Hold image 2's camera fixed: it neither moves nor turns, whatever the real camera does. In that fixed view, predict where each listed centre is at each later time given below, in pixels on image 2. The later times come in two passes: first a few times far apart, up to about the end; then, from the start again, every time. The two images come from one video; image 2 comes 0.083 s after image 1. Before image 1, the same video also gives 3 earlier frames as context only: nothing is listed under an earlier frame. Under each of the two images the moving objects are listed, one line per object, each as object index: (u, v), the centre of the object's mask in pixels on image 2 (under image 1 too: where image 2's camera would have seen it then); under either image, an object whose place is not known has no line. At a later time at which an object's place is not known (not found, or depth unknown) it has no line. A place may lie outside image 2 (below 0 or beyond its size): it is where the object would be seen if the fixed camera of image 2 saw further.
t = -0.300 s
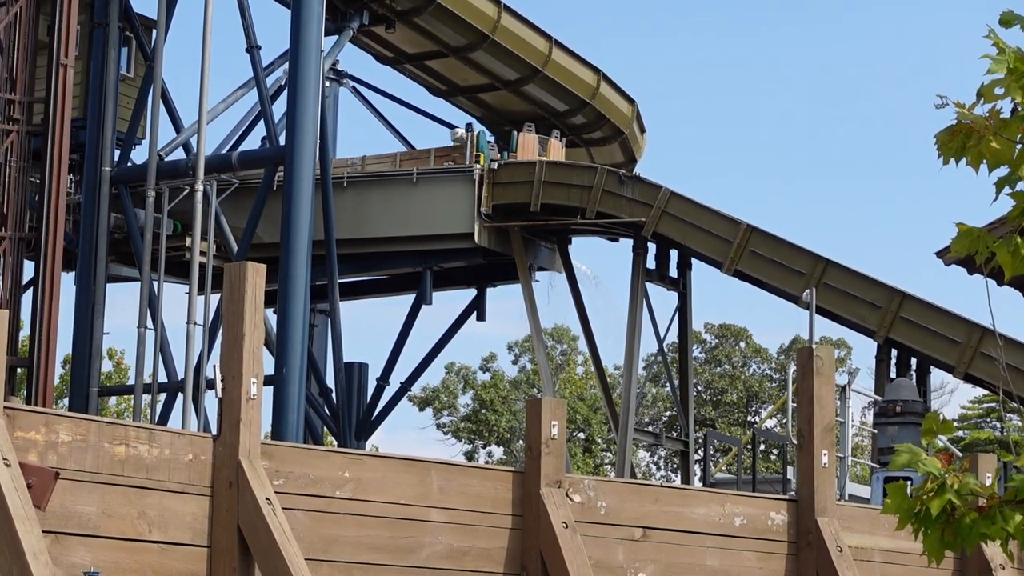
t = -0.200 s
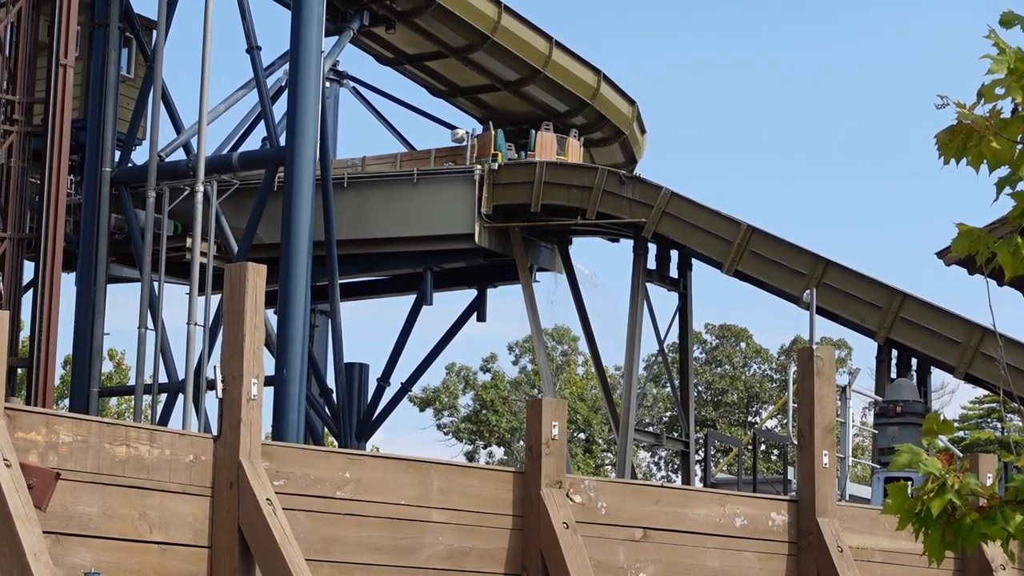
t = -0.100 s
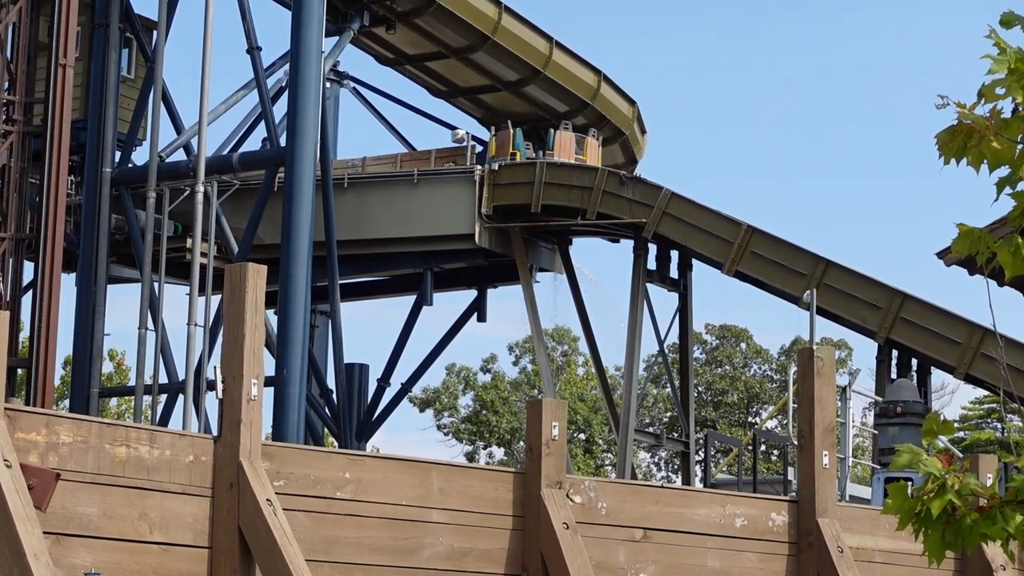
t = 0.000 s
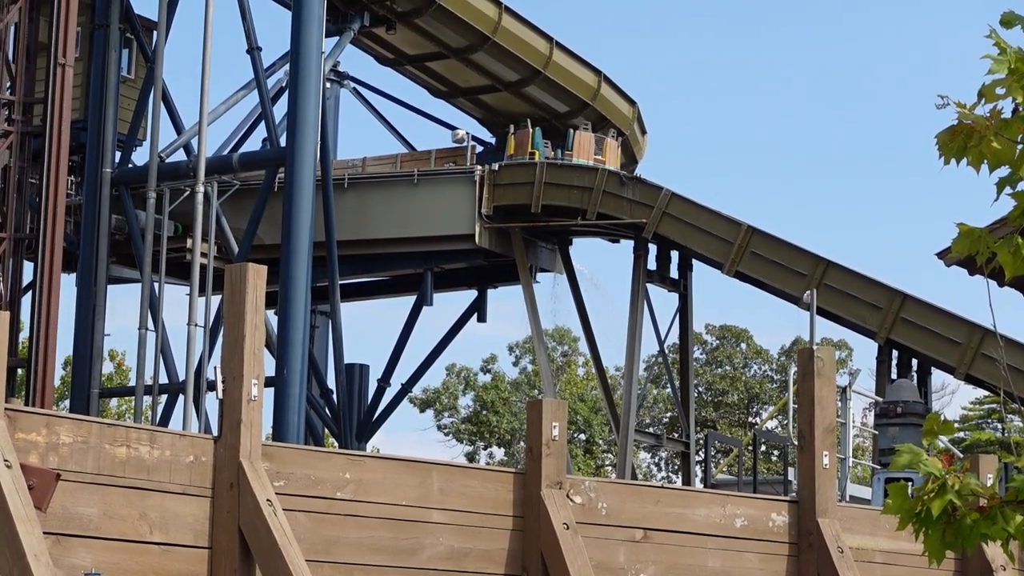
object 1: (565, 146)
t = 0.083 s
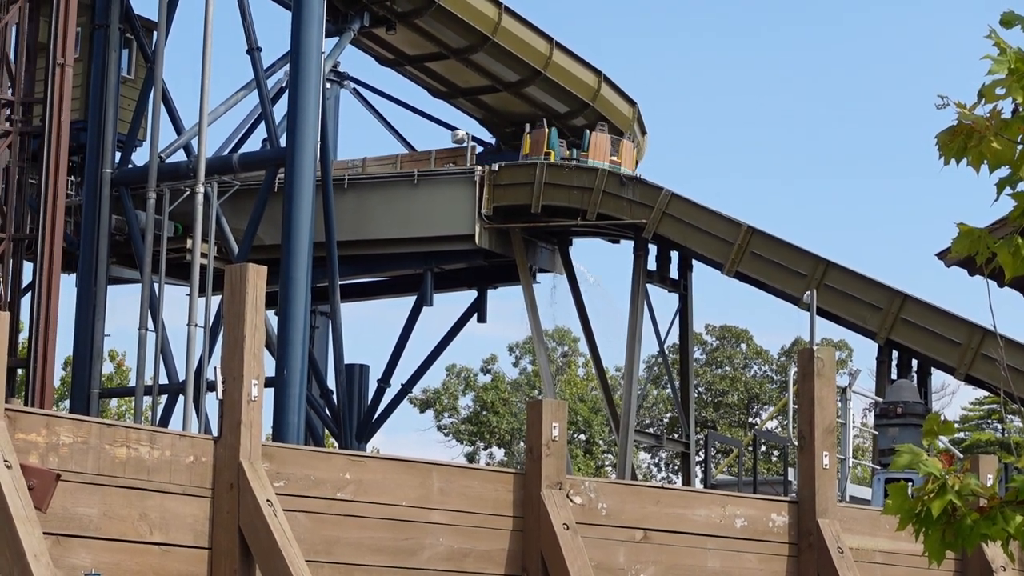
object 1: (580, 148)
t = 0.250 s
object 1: (613, 151)
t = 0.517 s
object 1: (668, 165)
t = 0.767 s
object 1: (719, 186)
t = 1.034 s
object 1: (790, 216)
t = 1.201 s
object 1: (834, 238)
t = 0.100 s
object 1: (584, 147)
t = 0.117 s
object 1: (587, 147)
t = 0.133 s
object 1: (590, 148)
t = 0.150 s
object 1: (594, 149)
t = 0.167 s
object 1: (597, 149)
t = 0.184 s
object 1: (600, 150)
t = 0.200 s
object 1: (604, 149)
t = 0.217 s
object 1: (607, 150)
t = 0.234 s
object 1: (610, 151)
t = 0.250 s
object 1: (613, 151)
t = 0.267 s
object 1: (616, 152)
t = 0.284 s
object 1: (619, 152)
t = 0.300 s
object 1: (623, 153)
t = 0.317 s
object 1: (626, 154)
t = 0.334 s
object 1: (629, 155)
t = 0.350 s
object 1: (633, 155)
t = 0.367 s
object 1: (637, 156)
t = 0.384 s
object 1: (640, 157)
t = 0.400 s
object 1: (644, 158)
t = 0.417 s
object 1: (647, 159)
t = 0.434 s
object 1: (651, 160)
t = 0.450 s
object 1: (654, 161)
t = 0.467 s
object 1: (657, 162)
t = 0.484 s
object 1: (661, 163)
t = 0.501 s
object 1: (665, 164)
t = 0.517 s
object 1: (668, 165)
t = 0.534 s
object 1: (672, 167)
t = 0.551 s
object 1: (676, 168)
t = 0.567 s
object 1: (679, 170)
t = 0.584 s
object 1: (683, 170)
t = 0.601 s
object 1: (686, 171)
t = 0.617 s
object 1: (690, 173)
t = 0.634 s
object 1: (693, 174)
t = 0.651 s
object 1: (697, 175)
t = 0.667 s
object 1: (700, 177)
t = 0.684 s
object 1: (703, 178)
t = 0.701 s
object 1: (708, 180)
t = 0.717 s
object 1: (711, 181)
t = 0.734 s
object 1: (714, 184)
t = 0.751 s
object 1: (718, 184)
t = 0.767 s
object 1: (719, 186)
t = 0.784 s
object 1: (727, 190)
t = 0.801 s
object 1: (730, 190)
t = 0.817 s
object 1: (734, 192)
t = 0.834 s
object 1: (740, 195)
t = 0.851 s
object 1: (741, 197)
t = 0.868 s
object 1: (745, 198)
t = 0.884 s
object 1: (749, 199)
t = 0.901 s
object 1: (753, 201)
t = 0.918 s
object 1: (759, 205)
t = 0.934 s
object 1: (763, 206)
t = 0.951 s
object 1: (767, 208)
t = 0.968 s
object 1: (771, 208)
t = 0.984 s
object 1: (773, 210)
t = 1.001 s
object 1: (780, 215)
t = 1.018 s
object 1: (784, 216)
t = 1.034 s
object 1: (790, 216)
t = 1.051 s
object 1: (795, 219)
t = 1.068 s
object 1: (796, 223)
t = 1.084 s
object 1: (802, 223)
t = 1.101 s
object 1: (806, 226)
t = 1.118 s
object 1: (812, 230)
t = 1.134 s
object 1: (813, 230)
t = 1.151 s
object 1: (821, 232)
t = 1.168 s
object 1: (825, 233)
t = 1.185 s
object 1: (829, 237)
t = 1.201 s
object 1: (834, 238)
